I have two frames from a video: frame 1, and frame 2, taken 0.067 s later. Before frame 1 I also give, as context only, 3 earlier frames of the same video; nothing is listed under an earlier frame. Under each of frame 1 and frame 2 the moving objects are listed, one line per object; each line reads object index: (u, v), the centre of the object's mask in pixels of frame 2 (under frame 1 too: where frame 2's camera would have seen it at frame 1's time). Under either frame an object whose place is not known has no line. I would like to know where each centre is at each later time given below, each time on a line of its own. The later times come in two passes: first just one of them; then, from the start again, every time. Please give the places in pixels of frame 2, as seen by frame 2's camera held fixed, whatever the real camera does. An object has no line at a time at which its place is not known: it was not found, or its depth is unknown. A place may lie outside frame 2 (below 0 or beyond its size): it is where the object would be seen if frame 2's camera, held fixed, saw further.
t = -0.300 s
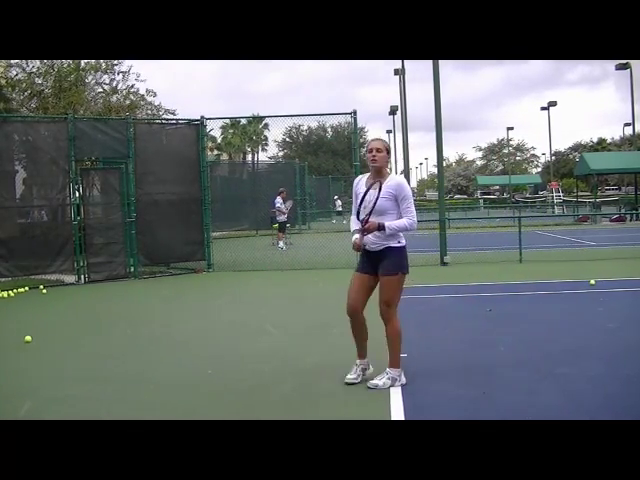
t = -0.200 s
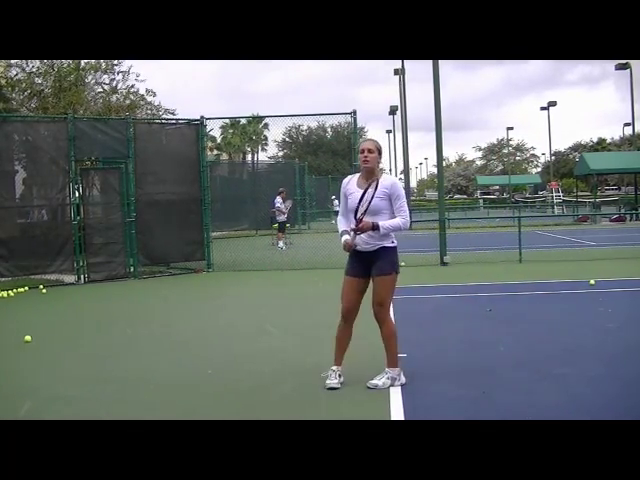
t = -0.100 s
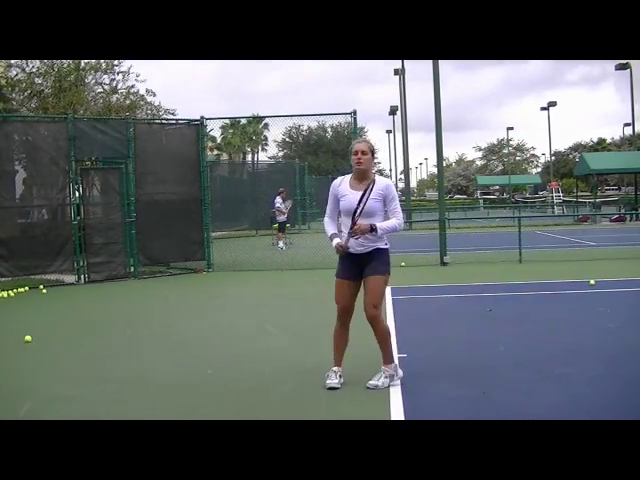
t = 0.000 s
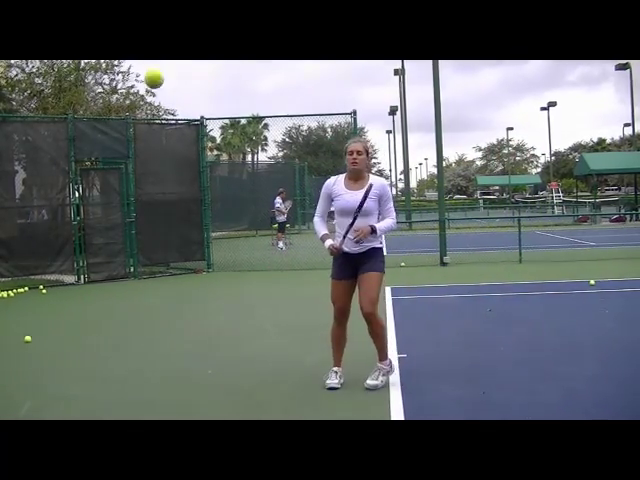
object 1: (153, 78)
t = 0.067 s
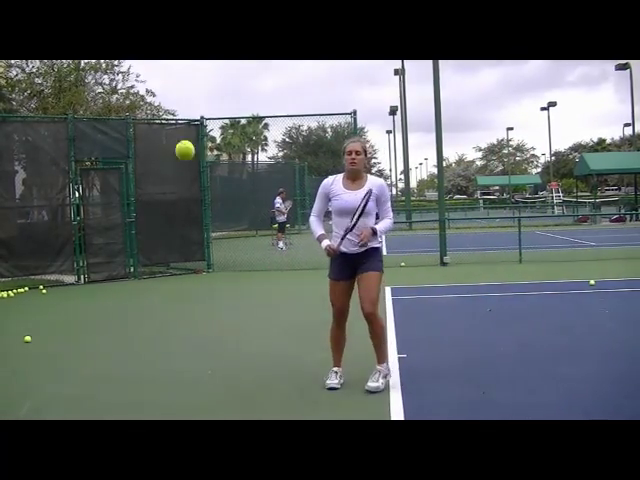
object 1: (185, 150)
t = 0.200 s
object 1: (239, 312)
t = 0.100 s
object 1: (199, 189)
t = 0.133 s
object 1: (213, 228)
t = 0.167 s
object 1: (227, 270)
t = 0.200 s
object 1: (239, 312)
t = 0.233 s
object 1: (252, 355)
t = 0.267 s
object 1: (264, 398)
